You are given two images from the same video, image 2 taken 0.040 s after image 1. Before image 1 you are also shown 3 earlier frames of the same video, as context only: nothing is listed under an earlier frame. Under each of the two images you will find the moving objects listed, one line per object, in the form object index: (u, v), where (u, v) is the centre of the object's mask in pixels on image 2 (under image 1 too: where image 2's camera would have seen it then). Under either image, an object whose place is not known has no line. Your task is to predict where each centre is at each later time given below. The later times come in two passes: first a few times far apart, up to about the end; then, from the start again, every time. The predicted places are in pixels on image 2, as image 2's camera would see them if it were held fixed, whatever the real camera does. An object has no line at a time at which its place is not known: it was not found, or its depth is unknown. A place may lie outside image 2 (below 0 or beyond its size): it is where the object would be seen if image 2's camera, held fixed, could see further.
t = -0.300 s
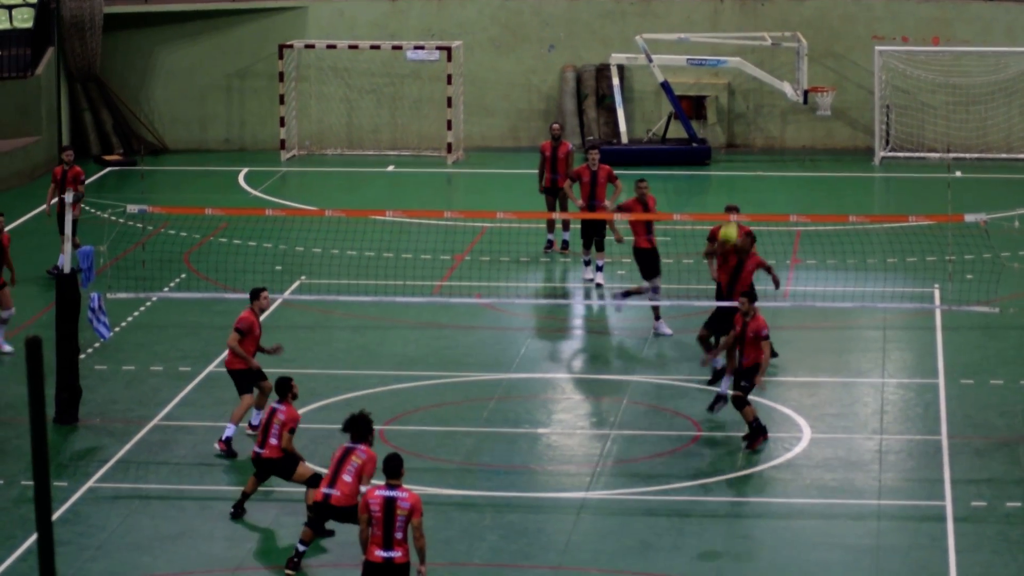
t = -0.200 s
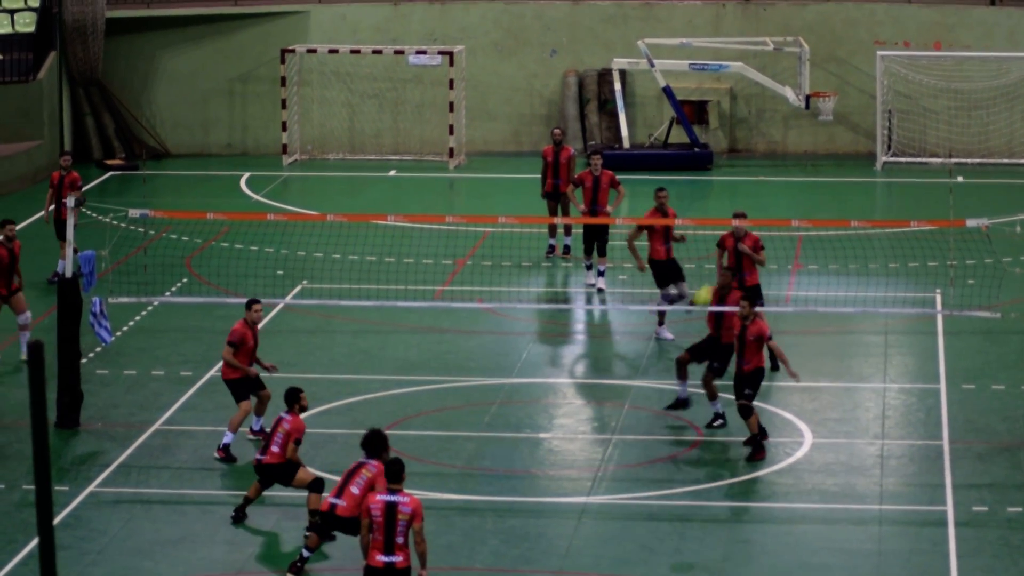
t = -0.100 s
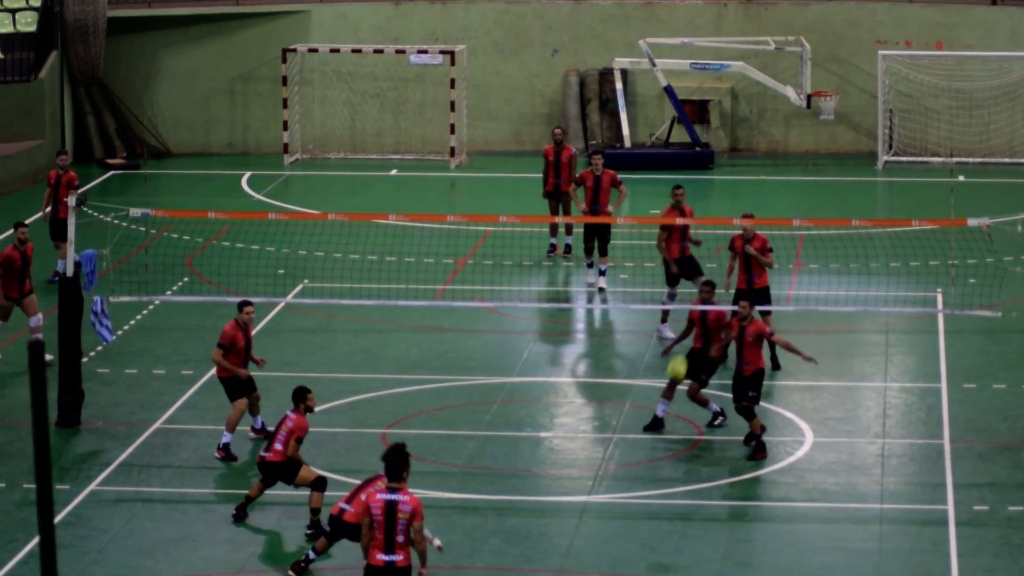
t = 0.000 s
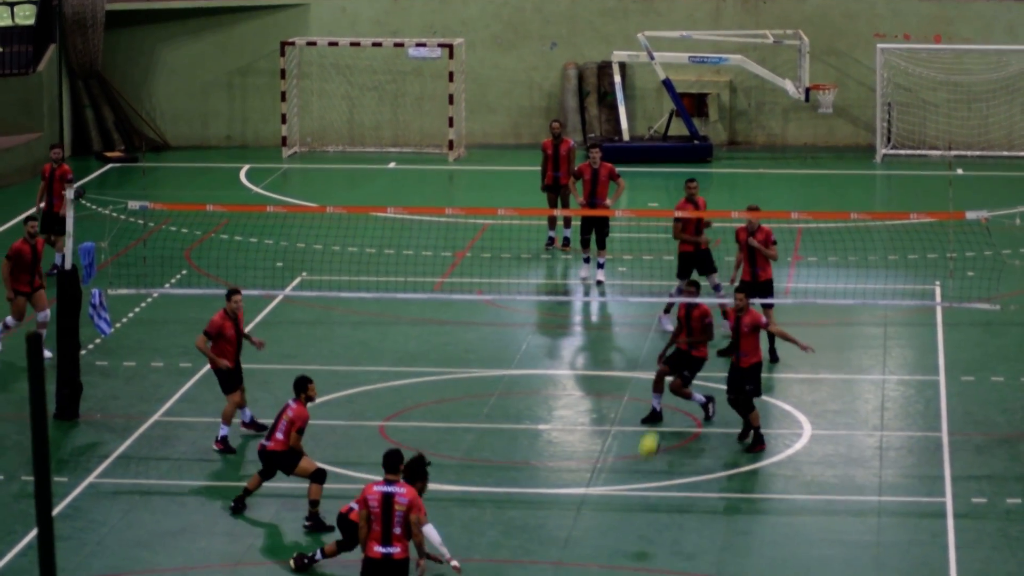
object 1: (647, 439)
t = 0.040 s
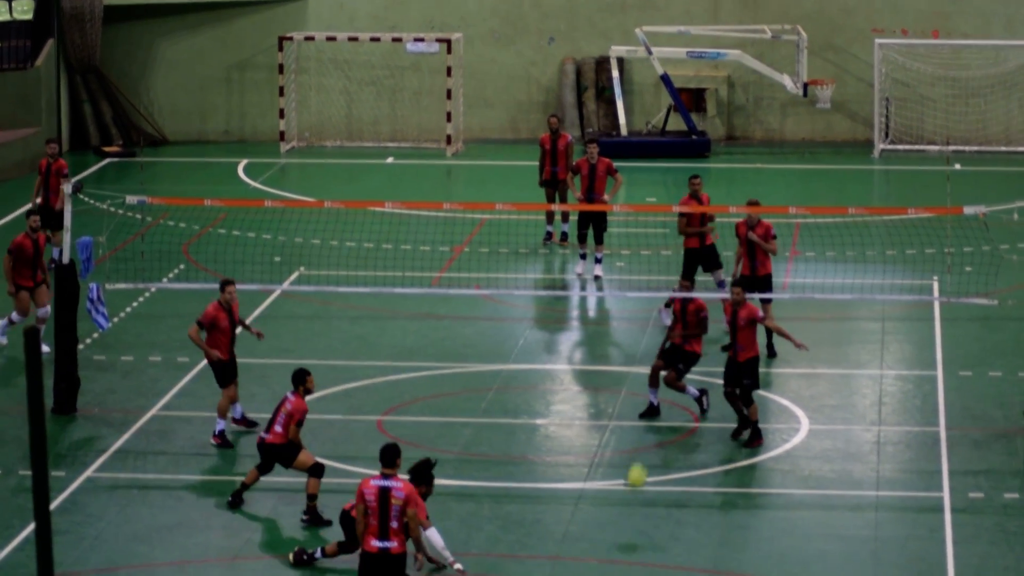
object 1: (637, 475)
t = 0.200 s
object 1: (602, 487)
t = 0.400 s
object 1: (567, 427)
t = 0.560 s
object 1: (537, 409)
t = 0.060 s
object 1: (631, 498)
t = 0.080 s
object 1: (624, 517)
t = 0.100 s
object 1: (618, 532)
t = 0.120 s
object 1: (616, 521)
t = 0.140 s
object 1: (613, 512)
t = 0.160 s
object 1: (610, 503)
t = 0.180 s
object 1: (607, 496)
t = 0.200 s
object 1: (602, 487)
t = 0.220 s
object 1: (599, 479)
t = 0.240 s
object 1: (596, 471)
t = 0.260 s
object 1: (593, 464)
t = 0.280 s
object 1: (590, 458)
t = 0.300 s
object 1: (585, 452)
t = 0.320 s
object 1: (582, 446)
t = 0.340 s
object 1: (578, 440)
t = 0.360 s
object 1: (575, 434)
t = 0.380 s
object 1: (571, 431)
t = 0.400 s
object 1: (567, 427)
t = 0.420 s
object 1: (563, 423)
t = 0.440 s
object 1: (560, 419)
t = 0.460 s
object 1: (557, 417)
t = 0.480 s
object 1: (553, 414)
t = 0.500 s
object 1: (549, 413)
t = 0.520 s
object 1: (545, 411)
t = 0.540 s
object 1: (541, 409)
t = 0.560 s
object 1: (537, 409)
